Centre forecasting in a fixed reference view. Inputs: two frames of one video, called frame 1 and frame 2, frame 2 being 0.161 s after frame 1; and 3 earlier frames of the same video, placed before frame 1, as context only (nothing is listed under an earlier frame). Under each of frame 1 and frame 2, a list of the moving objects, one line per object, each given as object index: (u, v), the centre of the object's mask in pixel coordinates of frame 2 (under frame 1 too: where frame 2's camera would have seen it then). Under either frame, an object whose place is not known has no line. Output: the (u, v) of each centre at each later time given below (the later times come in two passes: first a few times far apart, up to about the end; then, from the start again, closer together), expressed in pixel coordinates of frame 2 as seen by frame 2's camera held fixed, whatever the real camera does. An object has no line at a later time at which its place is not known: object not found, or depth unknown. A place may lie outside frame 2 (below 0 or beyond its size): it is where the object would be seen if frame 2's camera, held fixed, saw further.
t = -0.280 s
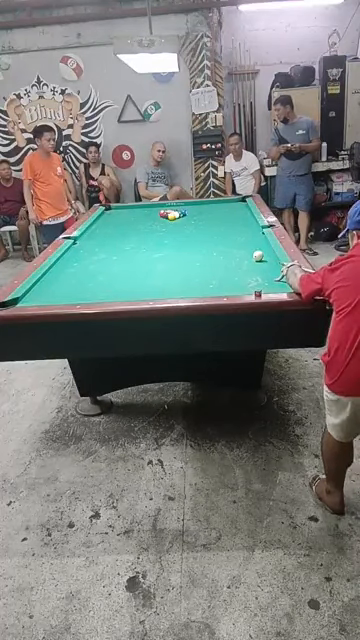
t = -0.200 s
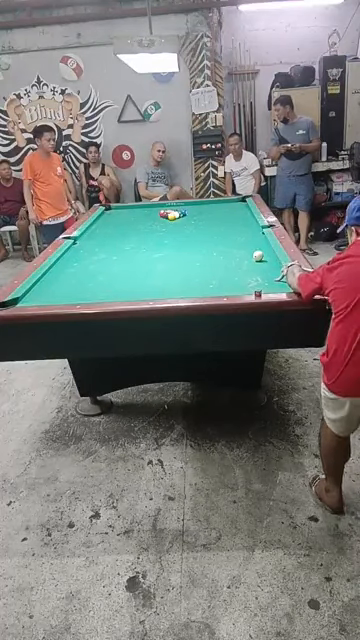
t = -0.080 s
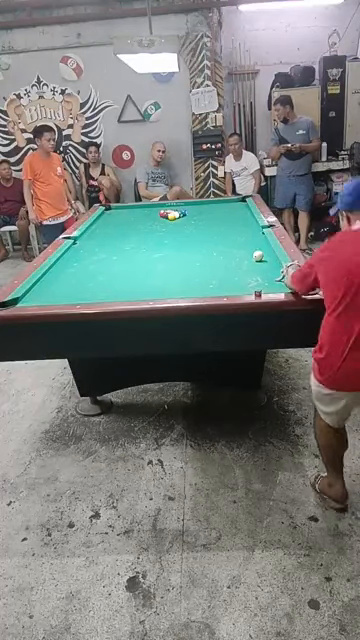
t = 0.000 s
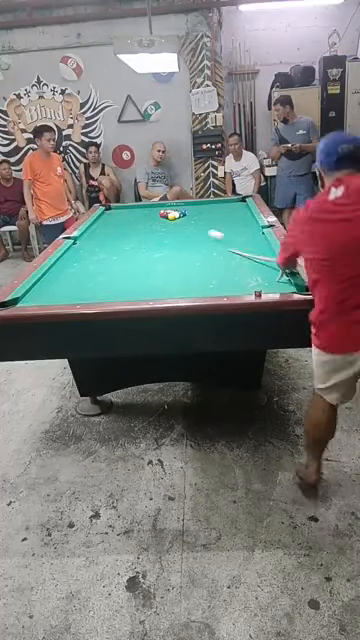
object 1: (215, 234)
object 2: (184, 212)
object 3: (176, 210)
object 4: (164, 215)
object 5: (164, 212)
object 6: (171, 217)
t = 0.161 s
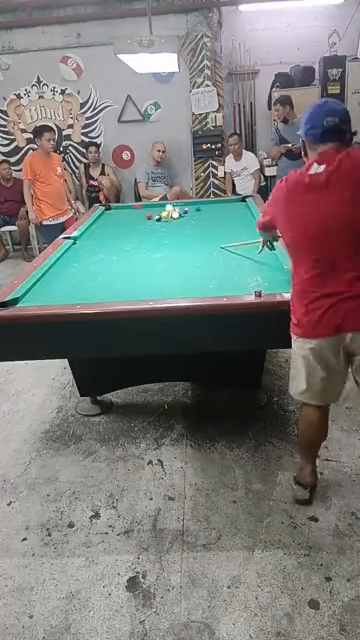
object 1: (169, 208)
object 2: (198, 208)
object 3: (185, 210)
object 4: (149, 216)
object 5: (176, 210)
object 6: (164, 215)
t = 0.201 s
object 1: (167, 206)
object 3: (188, 210)
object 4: (141, 217)
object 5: (179, 209)
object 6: (162, 218)
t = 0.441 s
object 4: (104, 219)
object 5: (196, 202)
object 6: (144, 224)
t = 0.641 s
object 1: (145, 228)
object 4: (110, 219)
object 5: (202, 203)
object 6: (128, 229)
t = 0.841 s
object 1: (133, 230)
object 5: (209, 205)
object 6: (112, 234)
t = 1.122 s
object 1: (116, 232)
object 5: (218, 209)
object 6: (89, 241)
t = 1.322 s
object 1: (105, 233)
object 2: (228, 226)
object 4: (163, 220)
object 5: (225, 211)
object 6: (74, 246)
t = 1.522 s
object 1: (94, 235)
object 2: (221, 233)
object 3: (242, 209)
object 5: (232, 213)
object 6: (78, 249)
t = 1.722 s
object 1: (84, 236)
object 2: (213, 239)
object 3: (237, 210)
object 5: (240, 216)
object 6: (83, 252)
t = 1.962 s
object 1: (85, 237)
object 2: (203, 249)
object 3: (233, 213)
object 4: (213, 220)
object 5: (249, 218)
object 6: (88, 255)
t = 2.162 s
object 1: (89, 239)
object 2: (194, 257)
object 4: (227, 221)
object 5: (251, 220)
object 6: (92, 257)
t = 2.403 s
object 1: (93, 240)
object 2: (182, 268)
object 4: (244, 220)
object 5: (249, 223)
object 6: (98, 261)
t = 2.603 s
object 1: (96, 241)
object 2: (172, 278)
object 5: (246, 225)
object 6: (102, 263)
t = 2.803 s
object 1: (99, 242)
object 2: (160, 288)
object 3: (218, 220)
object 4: (242, 221)
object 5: (244, 227)
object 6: (107, 266)
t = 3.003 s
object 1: (102, 243)
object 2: (147, 292)
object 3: (215, 222)
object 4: (235, 223)
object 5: (242, 230)
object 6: (111, 268)
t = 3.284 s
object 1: (105, 244)
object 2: (131, 287)
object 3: (211, 224)
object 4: (227, 224)
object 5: (239, 232)
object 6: (117, 271)
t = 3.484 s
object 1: (108, 245)
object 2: (121, 282)
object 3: (208, 226)
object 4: (221, 225)
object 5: (237, 234)
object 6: (120, 272)
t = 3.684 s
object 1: (110, 246)
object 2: (113, 278)
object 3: (205, 227)
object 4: (215, 227)
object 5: (235, 236)
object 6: (124, 275)
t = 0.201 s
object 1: (167, 206)
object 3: (188, 210)
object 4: (141, 217)
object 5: (179, 209)
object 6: (162, 218)
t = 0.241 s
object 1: (165, 207)
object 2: (210, 203)
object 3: (191, 208)
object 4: (135, 217)
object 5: (183, 207)
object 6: (159, 219)
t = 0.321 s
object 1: (162, 215)
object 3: (197, 206)
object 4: (123, 218)
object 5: (188, 205)
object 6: (153, 222)
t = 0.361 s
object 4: (116, 218)
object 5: (191, 204)
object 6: (150, 223)
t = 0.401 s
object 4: (110, 218)
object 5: (193, 203)
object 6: (147, 223)
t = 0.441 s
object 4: (104, 219)
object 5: (196, 202)
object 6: (144, 224)
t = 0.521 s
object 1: (152, 225)
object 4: (100, 220)
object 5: (198, 202)
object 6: (138, 226)
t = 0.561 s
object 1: (149, 226)
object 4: (104, 219)
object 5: (200, 203)
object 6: (135, 227)
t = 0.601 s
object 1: (147, 227)
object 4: (107, 219)
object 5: (201, 203)
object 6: (132, 228)
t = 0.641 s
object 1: (145, 228)
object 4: (110, 219)
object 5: (202, 203)
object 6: (128, 229)
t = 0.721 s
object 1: (140, 229)
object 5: (205, 204)
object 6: (122, 231)
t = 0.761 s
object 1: (137, 229)
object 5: (206, 205)
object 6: (119, 232)
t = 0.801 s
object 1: (135, 230)
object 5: (207, 205)
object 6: (116, 233)
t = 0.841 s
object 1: (133, 230)
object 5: (209, 205)
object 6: (112, 234)
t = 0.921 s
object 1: (128, 231)
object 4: (132, 219)
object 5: (211, 207)
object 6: (106, 236)
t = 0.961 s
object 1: (125, 231)
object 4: (136, 219)
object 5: (213, 207)
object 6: (102, 237)
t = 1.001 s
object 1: (123, 231)
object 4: (139, 219)
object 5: (214, 208)
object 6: (99, 238)
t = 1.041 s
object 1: (120, 231)
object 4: (141, 219)
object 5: (215, 208)
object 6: (96, 239)
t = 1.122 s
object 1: (116, 232)
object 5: (218, 209)
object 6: (89, 241)
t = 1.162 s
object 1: (114, 232)
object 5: (219, 207)
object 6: (85, 243)
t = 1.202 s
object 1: (111, 232)
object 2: (232, 222)
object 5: (221, 210)
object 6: (81, 244)
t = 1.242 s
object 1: (109, 233)
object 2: (231, 224)
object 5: (222, 211)
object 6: (77, 245)
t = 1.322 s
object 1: (105, 233)
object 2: (228, 226)
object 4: (163, 220)
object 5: (225, 211)
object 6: (74, 246)
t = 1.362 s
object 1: (102, 234)
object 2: (227, 228)
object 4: (167, 220)
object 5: (227, 212)
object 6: (75, 247)
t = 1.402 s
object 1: (100, 234)
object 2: (225, 229)
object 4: (169, 220)
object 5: (228, 212)
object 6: (76, 247)
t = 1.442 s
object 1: (98, 234)
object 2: (224, 230)
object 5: (230, 212)
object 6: (76, 248)
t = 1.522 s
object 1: (94, 235)
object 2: (221, 233)
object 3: (242, 209)
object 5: (232, 213)
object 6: (78, 249)
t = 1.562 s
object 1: (91, 235)
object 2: (219, 234)
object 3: (241, 209)
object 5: (234, 214)
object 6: (79, 249)
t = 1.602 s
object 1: (89, 235)
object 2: (218, 236)
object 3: (240, 209)
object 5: (235, 214)
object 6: (80, 250)
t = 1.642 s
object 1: (87, 235)
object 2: (216, 236)
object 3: (239, 209)
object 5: (237, 214)
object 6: (81, 251)
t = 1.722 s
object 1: (84, 236)
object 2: (213, 239)
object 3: (237, 210)
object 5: (240, 216)
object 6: (83, 252)
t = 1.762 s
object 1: (83, 236)
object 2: (212, 241)
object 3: (236, 211)
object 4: (197, 220)
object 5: (241, 216)
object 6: (84, 252)
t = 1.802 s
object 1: (83, 236)
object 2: (210, 242)
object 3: (236, 211)
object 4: (200, 220)
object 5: (243, 216)
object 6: (85, 252)
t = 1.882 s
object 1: (84, 237)
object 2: (207, 246)
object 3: (235, 212)
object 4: (206, 220)
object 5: (245, 218)
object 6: (86, 254)
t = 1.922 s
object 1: (85, 237)
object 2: (205, 247)
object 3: (234, 212)
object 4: (210, 220)
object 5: (247, 218)
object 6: (87, 254)
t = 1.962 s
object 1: (85, 237)
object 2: (203, 249)
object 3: (233, 213)
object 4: (213, 220)
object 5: (249, 218)
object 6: (88, 255)
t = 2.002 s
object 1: (86, 238)
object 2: (202, 250)
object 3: (232, 213)
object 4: (215, 220)
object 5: (250, 219)
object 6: (88, 255)
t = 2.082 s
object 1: (87, 238)
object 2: (198, 253)
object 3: (231, 213)
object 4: (222, 220)
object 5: (252, 220)
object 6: (91, 256)
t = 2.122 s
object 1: (88, 238)
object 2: (196, 255)
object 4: (225, 221)
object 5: (251, 220)
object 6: (92, 257)
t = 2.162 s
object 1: (89, 239)
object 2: (194, 257)
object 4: (227, 221)
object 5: (251, 220)
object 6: (92, 257)
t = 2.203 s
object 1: (89, 239)
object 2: (192, 259)
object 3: (228, 214)
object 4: (231, 220)
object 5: (251, 221)
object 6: (93, 258)
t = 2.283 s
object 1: (91, 239)
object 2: (189, 262)
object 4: (236, 221)
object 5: (250, 222)
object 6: (95, 259)
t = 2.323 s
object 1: (91, 240)
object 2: (186, 264)
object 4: (240, 221)
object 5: (250, 222)
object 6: (96, 259)
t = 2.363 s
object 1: (92, 240)
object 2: (185, 266)
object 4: (243, 220)
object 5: (249, 223)
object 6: (97, 260)
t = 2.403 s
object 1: (93, 240)
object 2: (182, 268)
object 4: (244, 220)
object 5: (249, 223)
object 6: (98, 261)
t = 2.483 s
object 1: (94, 240)
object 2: (178, 271)
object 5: (247, 224)
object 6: (100, 262)
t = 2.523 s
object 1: (95, 241)
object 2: (176, 273)
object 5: (247, 225)
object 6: (101, 262)
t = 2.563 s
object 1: (95, 241)
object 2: (174, 275)
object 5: (247, 225)
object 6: (101, 263)
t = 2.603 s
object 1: (96, 241)
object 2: (172, 278)
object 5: (246, 225)
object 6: (102, 263)
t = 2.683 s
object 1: (97, 242)
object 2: (167, 281)
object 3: (220, 219)
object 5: (245, 226)
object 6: (104, 264)
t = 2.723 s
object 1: (98, 242)
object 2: (165, 284)
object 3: (219, 219)
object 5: (245, 227)
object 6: (105, 264)
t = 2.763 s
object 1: (98, 242)
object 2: (162, 286)
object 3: (219, 220)
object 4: (244, 221)
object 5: (245, 227)
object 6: (106, 265)
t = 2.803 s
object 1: (99, 242)
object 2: (160, 288)
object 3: (218, 220)
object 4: (242, 221)
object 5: (244, 227)
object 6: (107, 266)
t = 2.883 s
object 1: (100, 242)
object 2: (154, 291)
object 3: (217, 221)
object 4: (239, 222)
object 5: (243, 228)
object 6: (108, 267)
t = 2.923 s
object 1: (100, 243)
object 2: (151, 293)
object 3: (216, 221)
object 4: (238, 222)
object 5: (243, 229)
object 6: (109, 267)
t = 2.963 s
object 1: (101, 243)
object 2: (149, 293)
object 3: (216, 221)
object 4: (236, 223)
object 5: (243, 229)
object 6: (110, 268)
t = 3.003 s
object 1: (102, 243)
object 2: (147, 292)
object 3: (215, 222)
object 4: (235, 223)
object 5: (242, 230)
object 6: (111, 268)
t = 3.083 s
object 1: (103, 244)
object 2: (142, 291)
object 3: (214, 223)
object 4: (233, 224)
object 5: (241, 230)
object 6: (113, 269)
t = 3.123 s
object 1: (104, 244)
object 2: (140, 290)
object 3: (213, 223)
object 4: (232, 224)
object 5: (241, 231)
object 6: (113, 269)
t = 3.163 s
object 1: (104, 244)
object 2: (138, 290)
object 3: (212, 223)
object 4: (230, 224)
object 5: (240, 231)
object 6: (114, 270)
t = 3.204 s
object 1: (104, 244)
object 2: (135, 289)
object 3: (212, 223)
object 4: (229, 224)
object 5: (240, 232)
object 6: (115, 270)
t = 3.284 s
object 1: (105, 244)
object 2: (131, 287)
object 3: (211, 224)
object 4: (227, 224)
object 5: (239, 232)
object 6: (117, 271)
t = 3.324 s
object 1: (106, 244)
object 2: (129, 286)
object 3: (210, 224)
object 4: (226, 224)
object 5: (239, 233)
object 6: (117, 272)
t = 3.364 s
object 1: (106, 244)
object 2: (127, 285)
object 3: (210, 225)
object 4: (225, 224)
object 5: (238, 233)
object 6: (118, 272)
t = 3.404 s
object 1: (107, 244)
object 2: (125, 285)
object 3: (209, 225)
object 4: (223, 225)
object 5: (238, 234)
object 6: (119, 272)
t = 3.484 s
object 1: (108, 245)
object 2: (121, 282)
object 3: (208, 226)
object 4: (221, 225)
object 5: (237, 234)
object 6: (120, 272)
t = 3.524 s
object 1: (108, 245)
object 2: (120, 282)
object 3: (207, 226)
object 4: (220, 225)
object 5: (237, 235)
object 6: (121, 273)
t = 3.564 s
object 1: (109, 245)
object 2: (118, 281)
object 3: (207, 226)
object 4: (219, 226)
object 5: (236, 235)
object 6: (122, 273)
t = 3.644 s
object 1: (110, 245)
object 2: (113, 279)
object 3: (206, 227)
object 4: (216, 226)
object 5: (236, 236)
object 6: (123, 274)
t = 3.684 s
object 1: (110, 246)
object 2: (113, 278)
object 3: (205, 227)
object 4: (215, 227)
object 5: (235, 236)
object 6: (124, 275)
